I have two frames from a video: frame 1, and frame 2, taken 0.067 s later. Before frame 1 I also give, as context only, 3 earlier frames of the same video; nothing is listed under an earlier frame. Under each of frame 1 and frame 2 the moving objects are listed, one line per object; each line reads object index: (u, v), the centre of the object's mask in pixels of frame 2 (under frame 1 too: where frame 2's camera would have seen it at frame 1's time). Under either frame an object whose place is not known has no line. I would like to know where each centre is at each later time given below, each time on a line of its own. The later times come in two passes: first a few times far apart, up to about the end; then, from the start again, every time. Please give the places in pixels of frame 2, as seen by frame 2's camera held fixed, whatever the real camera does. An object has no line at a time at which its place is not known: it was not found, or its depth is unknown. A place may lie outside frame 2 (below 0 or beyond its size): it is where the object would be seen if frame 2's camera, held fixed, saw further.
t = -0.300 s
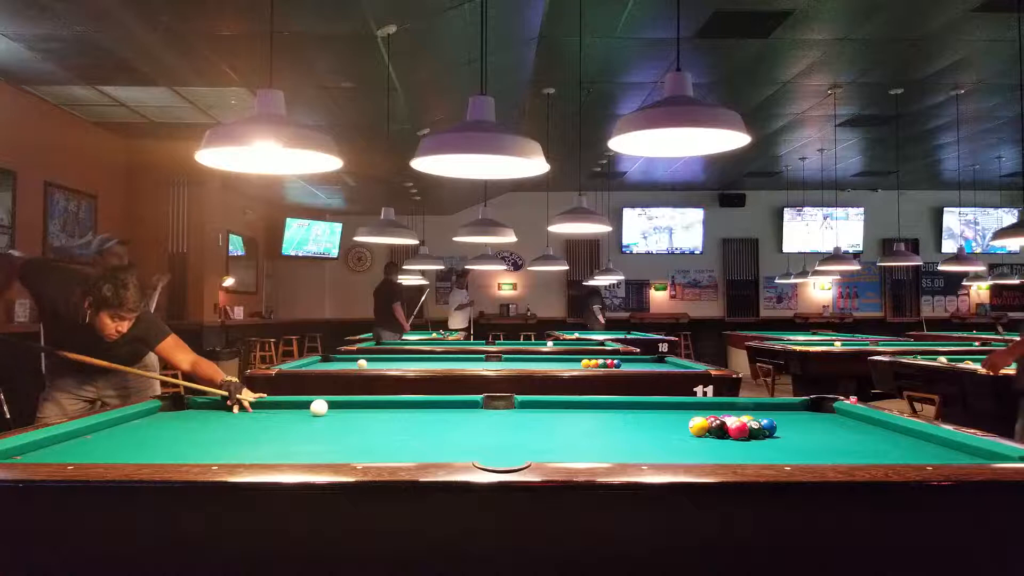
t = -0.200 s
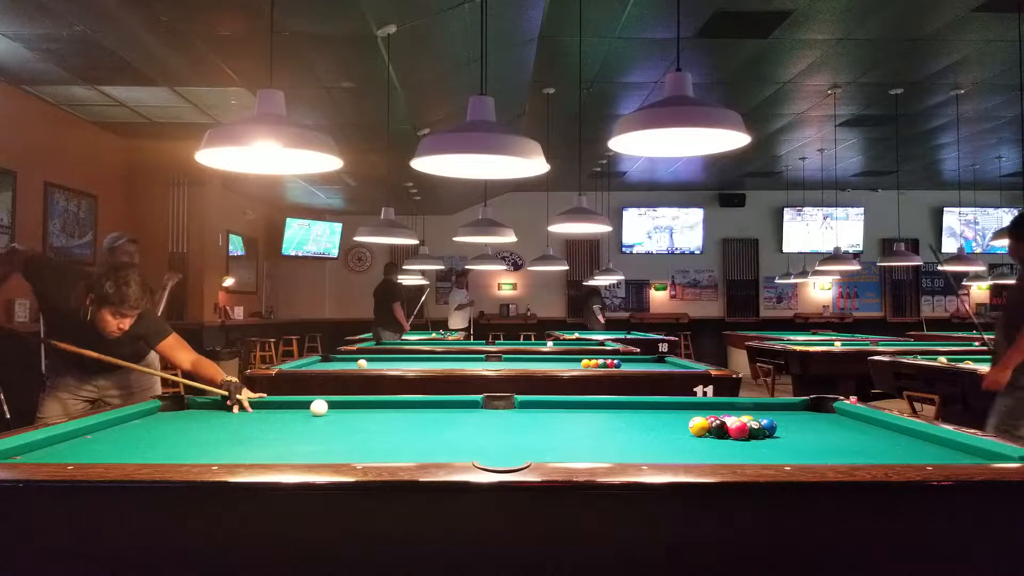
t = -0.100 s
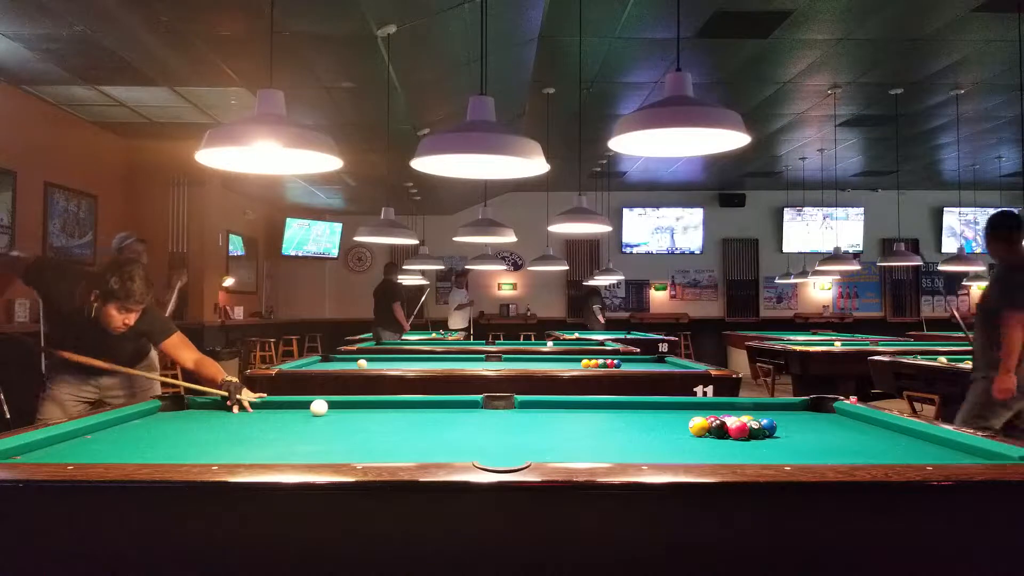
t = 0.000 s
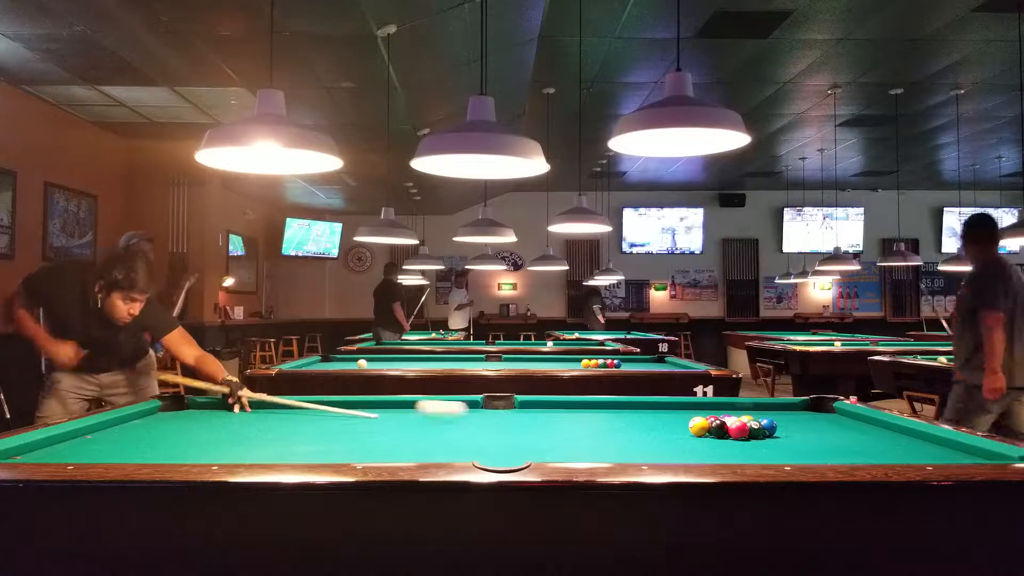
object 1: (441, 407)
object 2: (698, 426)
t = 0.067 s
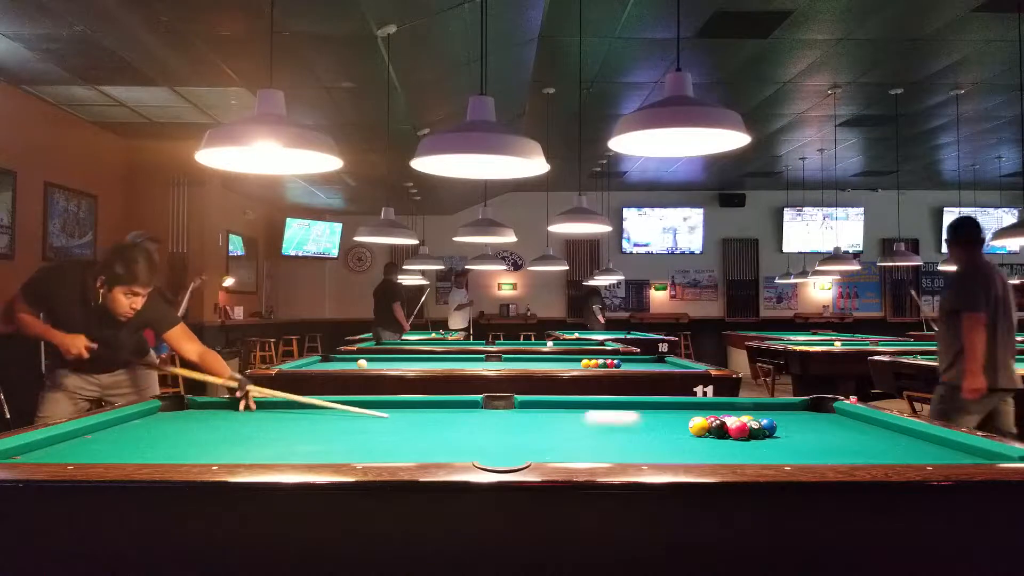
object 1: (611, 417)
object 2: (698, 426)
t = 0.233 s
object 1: (644, 408)
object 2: (695, 428)
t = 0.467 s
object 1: (591, 439)
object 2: (687, 432)
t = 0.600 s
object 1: (570, 445)
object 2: (683, 434)
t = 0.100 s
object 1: (676, 418)
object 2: (699, 425)
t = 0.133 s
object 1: (669, 411)
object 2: (698, 423)
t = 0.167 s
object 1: (661, 406)
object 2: (697, 424)
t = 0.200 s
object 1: (653, 405)
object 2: (695, 427)
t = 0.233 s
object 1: (644, 408)
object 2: (695, 428)
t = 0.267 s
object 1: (636, 416)
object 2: (694, 429)
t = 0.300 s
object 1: (627, 428)
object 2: (693, 430)
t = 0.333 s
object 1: (619, 429)
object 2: (692, 430)
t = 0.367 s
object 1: (612, 428)
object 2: (691, 431)
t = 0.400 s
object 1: (605, 430)
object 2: (690, 431)
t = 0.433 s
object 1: (598, 437)
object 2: (688, 432)
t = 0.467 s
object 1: (591, 439)
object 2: (687, 432)
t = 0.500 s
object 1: (586, 440)
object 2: (687, 433)
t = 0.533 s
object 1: (581, 442)
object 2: (685, 433)
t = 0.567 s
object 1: (575, 444)
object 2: (685, 433)
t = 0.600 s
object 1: (570, 445)
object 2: (683, 434)
